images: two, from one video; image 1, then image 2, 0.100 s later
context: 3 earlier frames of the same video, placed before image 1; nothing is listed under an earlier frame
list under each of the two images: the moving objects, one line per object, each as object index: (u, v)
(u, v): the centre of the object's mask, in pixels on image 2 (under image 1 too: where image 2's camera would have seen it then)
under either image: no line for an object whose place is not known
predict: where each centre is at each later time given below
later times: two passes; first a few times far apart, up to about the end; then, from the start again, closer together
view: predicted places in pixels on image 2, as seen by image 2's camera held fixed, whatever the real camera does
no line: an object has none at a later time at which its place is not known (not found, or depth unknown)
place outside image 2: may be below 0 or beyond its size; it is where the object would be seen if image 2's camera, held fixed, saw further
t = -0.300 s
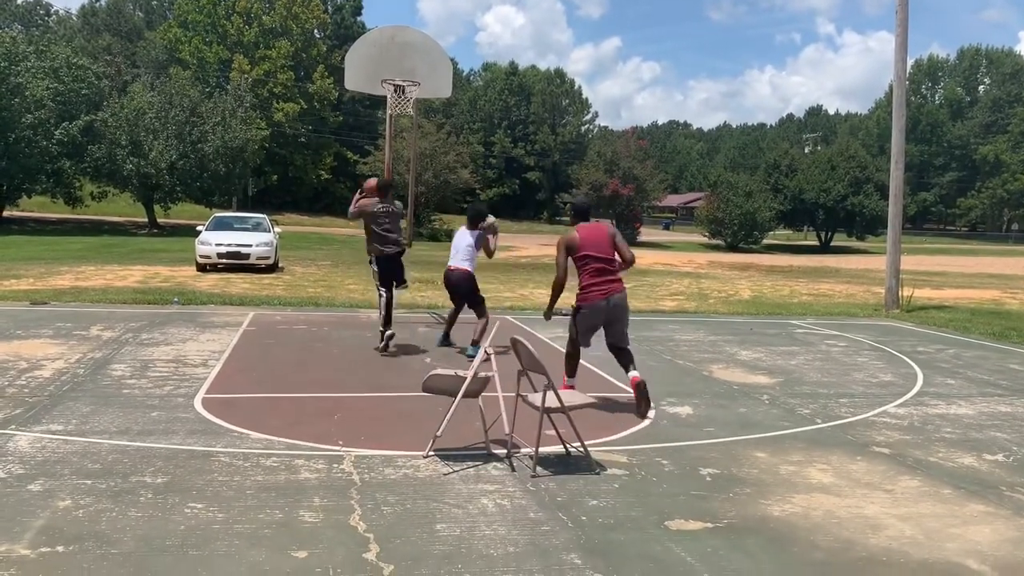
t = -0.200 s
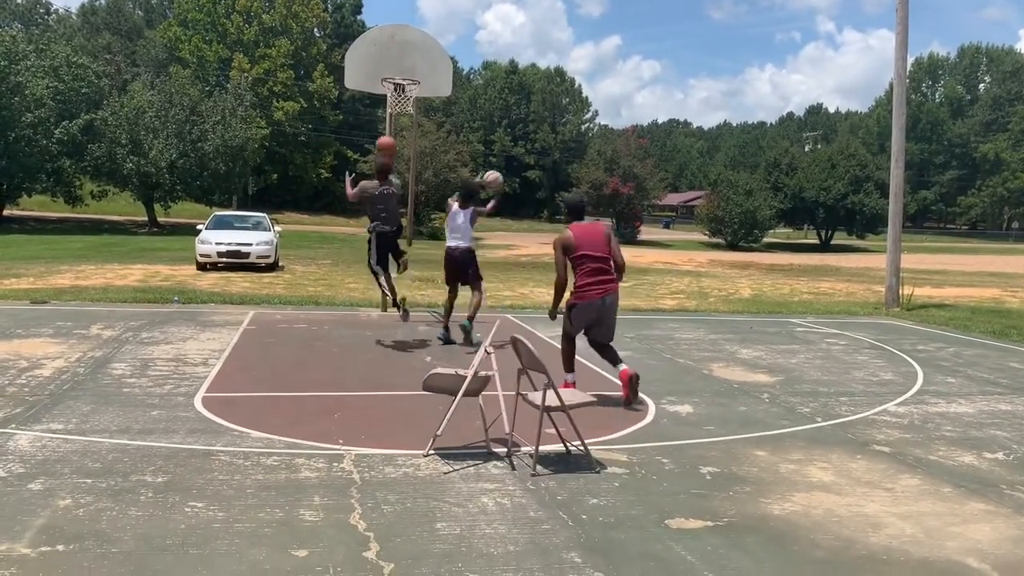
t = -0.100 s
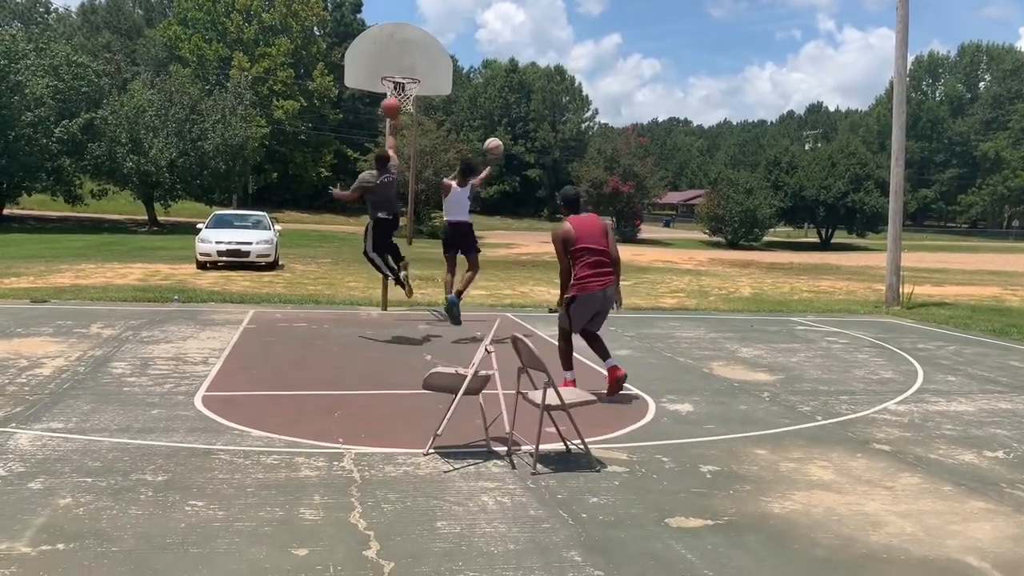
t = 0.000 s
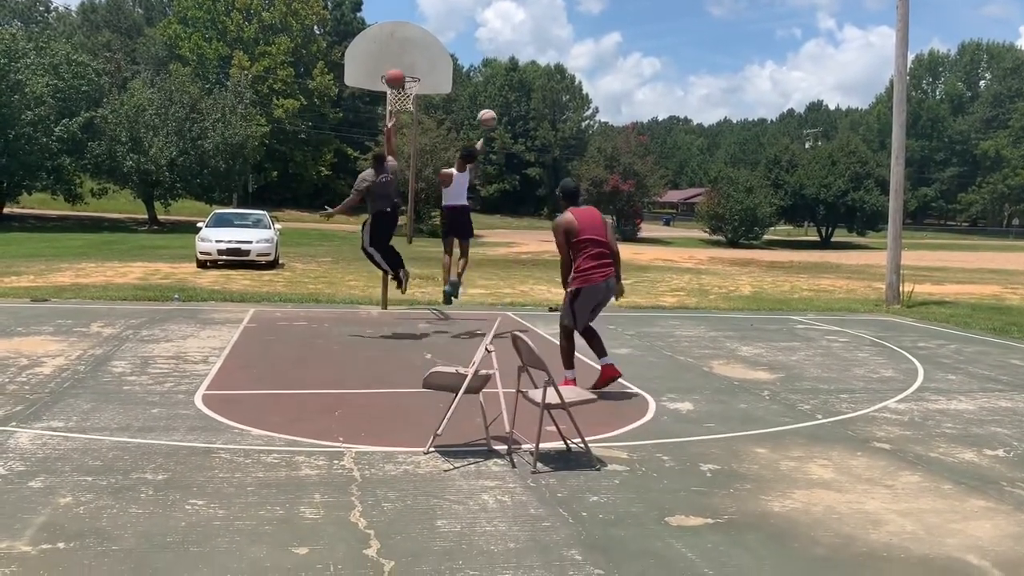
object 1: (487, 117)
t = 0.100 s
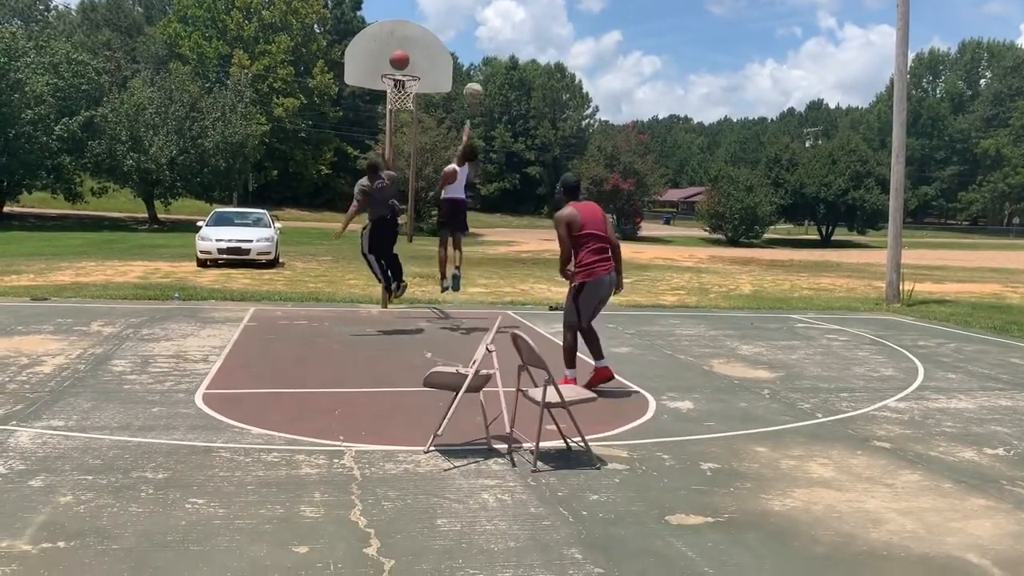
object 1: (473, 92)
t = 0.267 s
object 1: (443, 63)
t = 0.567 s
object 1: (427, 68)
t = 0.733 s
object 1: (435, 93)
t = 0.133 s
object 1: (467, 83)
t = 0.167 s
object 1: (460, 77)
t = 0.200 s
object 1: (453, 71)
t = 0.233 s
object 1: (449, 67)
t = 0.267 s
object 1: (443, 63)
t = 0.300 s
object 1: (436, 60)
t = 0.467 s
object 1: (424, 62)
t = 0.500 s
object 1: (425, 63)
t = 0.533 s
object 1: (426, 65)
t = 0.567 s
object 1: (427, 68)
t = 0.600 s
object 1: (428, 72)
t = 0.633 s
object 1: (430, 76)
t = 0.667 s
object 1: (431, 81)
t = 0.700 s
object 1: (432, 86)
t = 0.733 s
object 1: (435, 93)
